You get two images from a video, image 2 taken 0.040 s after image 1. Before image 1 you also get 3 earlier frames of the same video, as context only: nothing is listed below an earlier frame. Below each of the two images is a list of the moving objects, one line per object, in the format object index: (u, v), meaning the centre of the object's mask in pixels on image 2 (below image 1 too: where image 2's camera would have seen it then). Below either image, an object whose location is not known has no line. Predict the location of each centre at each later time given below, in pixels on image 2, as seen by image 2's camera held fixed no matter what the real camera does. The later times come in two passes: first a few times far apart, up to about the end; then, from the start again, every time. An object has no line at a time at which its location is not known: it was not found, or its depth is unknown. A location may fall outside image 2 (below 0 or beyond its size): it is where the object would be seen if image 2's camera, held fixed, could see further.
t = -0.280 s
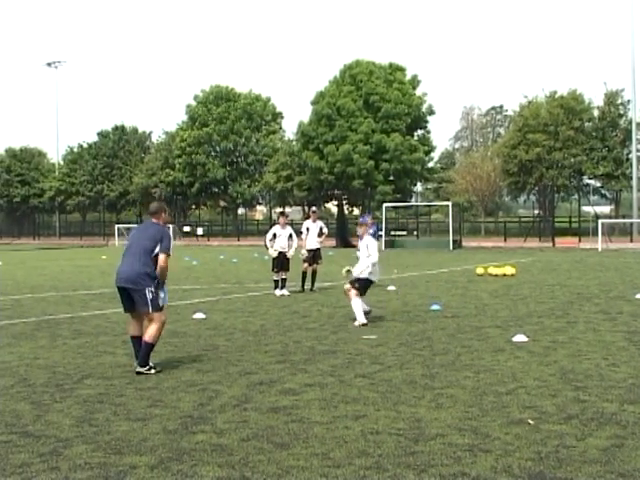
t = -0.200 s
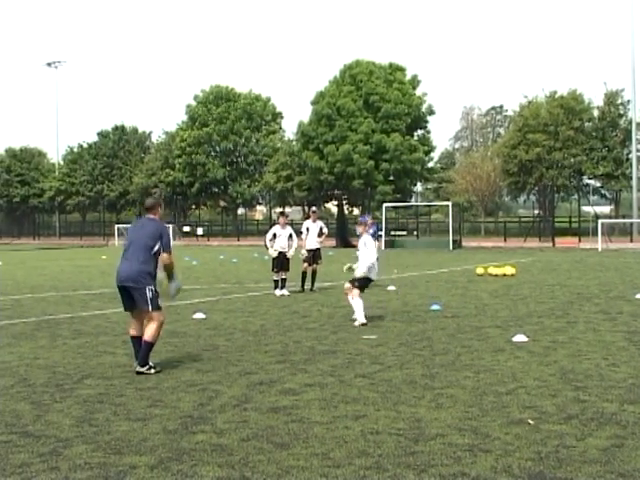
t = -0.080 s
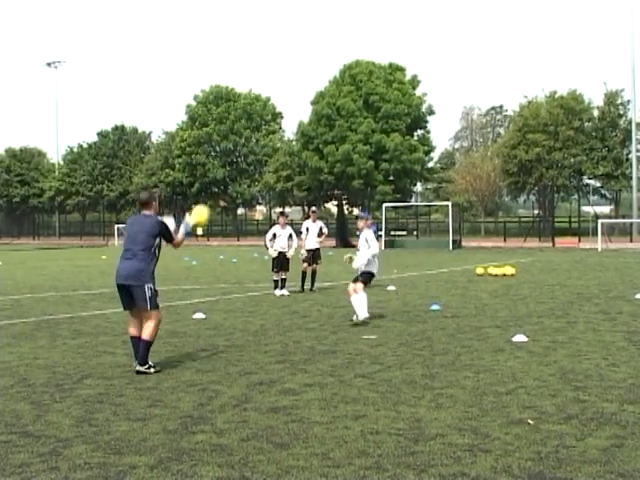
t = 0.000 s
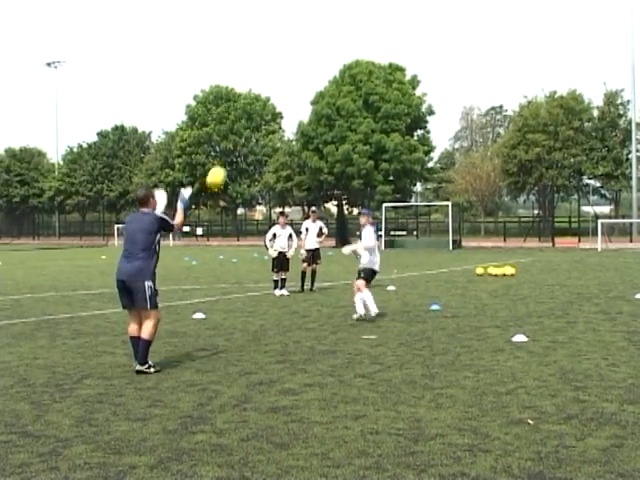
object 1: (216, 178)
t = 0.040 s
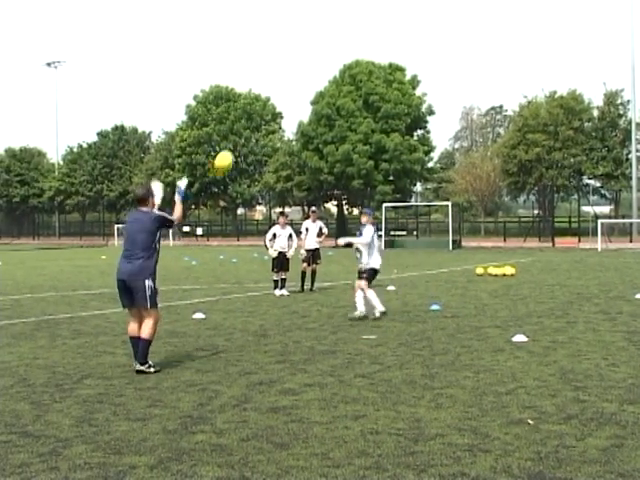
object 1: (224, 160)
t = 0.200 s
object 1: (252, 114)
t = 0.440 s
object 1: (288, 91)
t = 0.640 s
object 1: (313, 103)
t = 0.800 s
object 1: (331, 132)
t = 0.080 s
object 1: (230, 148)
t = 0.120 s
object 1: (239, 134)
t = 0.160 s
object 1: (245, 123)
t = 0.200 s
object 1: (252, 114)
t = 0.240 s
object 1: (258, 105)
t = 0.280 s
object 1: (264, 101)
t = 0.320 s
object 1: (271, 97)
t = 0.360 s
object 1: (278, 94)
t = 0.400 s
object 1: (283, 92)
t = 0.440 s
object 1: (288, 91)
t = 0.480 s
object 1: (293, 92)
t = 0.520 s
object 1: (299, 94)
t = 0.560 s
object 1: (304, 96)
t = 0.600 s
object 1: (309, 100)
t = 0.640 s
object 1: (313, 103)
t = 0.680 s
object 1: (318, 109)
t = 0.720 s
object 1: (323, 117)
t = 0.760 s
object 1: (327, 123)
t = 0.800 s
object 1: (331, 132)
